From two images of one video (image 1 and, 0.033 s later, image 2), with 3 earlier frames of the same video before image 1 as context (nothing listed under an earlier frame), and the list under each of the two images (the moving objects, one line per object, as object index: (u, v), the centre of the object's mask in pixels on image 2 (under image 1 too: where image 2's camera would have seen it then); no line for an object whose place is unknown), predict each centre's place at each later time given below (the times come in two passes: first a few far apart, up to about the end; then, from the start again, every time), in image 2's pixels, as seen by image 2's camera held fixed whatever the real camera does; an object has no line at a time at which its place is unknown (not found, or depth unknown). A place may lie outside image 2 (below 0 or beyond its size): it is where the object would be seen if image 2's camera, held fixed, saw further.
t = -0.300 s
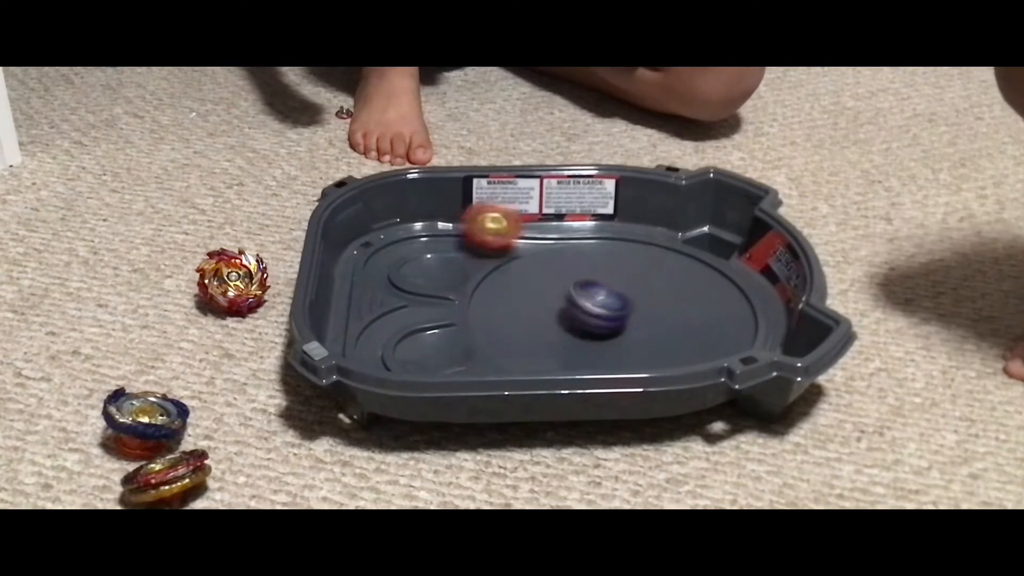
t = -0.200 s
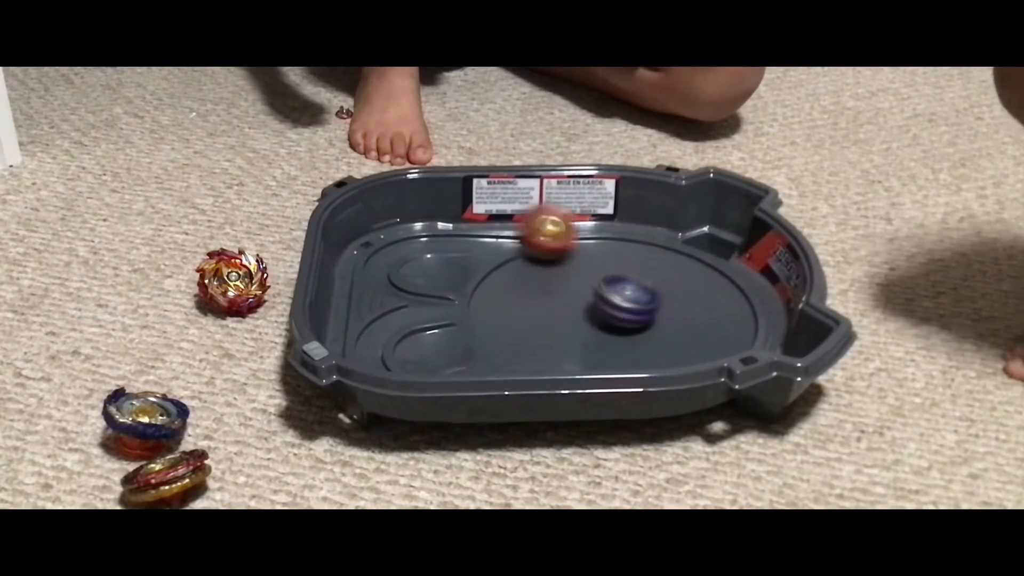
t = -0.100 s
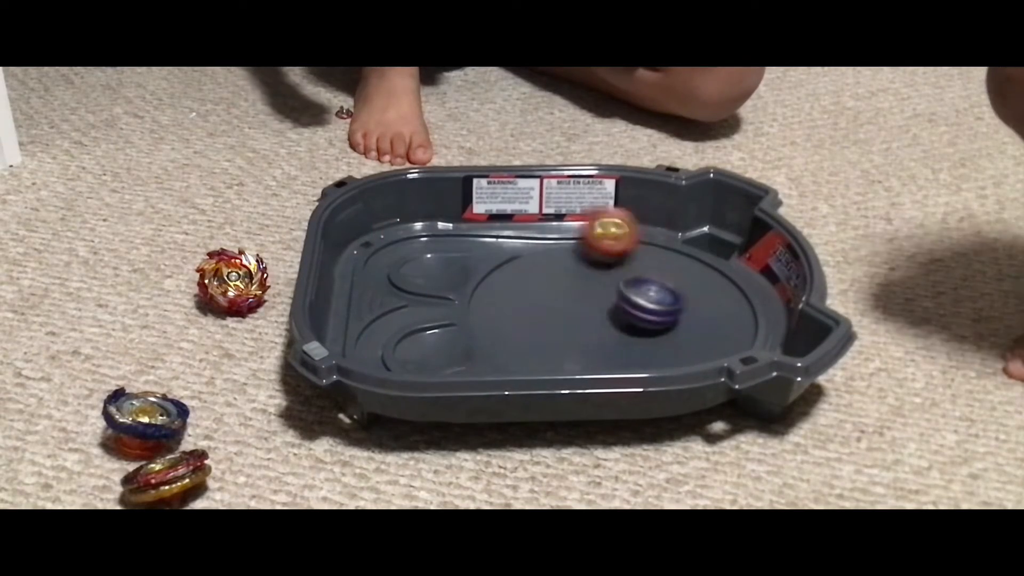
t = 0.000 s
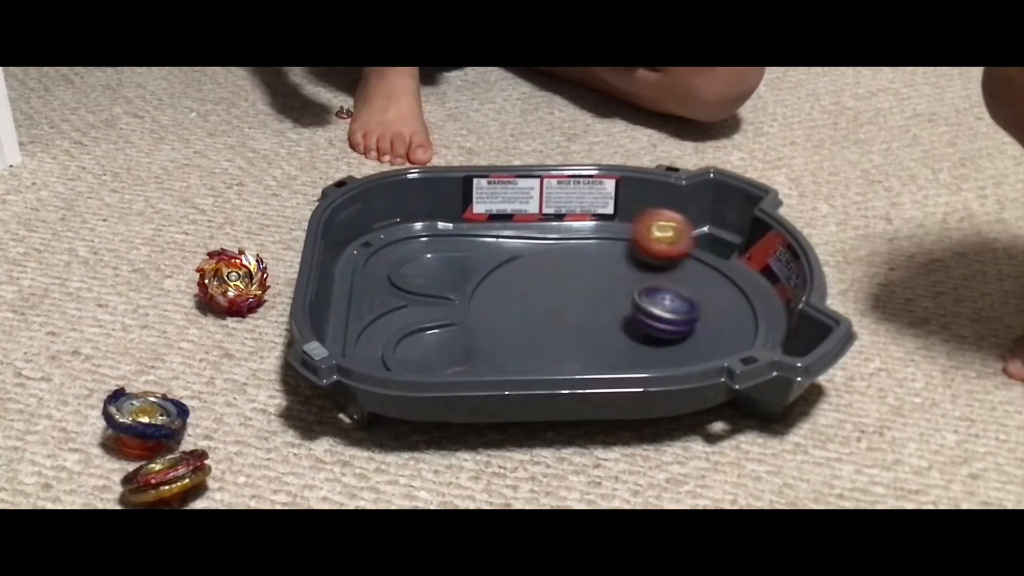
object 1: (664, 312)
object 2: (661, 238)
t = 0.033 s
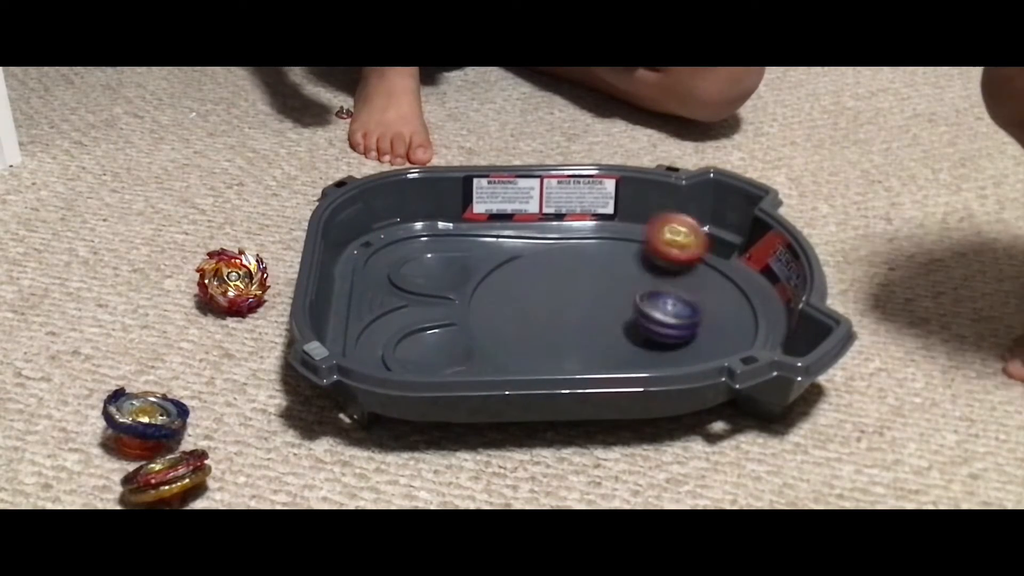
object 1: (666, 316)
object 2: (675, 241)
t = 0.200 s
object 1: (649, 341)
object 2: (698, 285)
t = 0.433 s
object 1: (569, 343)
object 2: (648, 337)
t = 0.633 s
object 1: (519, 303)
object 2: (621, 345)
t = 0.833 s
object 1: (556, 278)
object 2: (627, 338)
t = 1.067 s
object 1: (639, 290)
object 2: (653, 333)
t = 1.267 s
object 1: (646, 273)
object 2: (717, 336)
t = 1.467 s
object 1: (623, 295)
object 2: (677, 324)
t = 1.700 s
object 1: (541, 279)
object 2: (658, 344)
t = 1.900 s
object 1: (526, 264)
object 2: (643, 345)
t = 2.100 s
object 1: (563, 275)
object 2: (589, 335)
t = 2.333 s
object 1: (618, 309)
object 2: (544, 333)
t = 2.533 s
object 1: (640, 335)
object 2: (529, 324)
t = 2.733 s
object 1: (730, 333)
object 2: (459, 284)
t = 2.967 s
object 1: (646, 342)
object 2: (441, 280)
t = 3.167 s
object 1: (558, 315)
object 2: (450, 282)
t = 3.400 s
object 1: (546, 289)
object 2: (477, 287)
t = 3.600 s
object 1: (607, 288)
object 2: (541, 302)
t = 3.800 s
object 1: (686, 287)
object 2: (577, 286)
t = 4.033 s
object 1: (687, 319)
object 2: (589, 276)
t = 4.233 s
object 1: (625, 327)
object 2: (602, 283)
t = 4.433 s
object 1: (596, 333)
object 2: (607, 285)
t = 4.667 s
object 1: (586, 341)
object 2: (616, 275)
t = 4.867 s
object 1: (589, 334)
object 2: (605, 266)
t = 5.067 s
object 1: (606, 325)
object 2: (597, 278)
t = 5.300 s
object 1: (636, 331)
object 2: (593, 282)
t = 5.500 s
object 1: (654, 339)
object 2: (540, 264)
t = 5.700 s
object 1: (632, 323)
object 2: (547, 301)
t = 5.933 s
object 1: (649, 290)
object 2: (571, 327)
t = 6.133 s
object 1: (630, 277)
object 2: (605, 326)
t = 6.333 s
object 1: (595, 269)
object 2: (621, 320)
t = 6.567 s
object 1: (568, 268)
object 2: (635, 320)
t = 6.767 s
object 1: (557, 289)
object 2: (627, 314)
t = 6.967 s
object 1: (520, 313)
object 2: (654, 302)
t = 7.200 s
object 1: (512, 331)
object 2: (642, 282)
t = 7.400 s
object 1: (555, 338)
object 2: (600, 301)
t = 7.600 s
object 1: (613, 348)
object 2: (602, 298)
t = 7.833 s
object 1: (669, 333)
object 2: (604, 290)
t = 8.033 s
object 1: (677, 309)
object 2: (604, 295)
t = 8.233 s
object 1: (668, 283)
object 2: (593, 307)
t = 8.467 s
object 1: (629, 273)
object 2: (594, 332)
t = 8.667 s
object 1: (578, 281)
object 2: (626, 326)
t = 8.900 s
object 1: (532, 298)
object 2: (610, 301)
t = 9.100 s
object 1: (528, 316)
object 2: (581, 293)
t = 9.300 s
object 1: (562, 334)
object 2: (579, 293)
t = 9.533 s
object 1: (627, 340)
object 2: (595, 302)
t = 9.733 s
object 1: (677, 330)
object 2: (598, 293)
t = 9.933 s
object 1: (681, 313)
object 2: (598, 290)
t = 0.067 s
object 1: (667, 321)
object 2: (685, 249)
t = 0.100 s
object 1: (664, 328)
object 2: (691, 258)
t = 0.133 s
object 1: (660, 333)
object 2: (696, 267)
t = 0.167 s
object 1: (655, 339)
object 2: (698, 276)
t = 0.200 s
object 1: (649, 341)
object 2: (698, 285)
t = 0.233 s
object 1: (639, 343)
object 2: (696, 294)
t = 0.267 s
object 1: (628, 345)
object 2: (691, 304)
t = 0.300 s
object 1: (616, 346)
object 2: (686, 313)
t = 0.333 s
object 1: (604, 345)
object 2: (678, 320)
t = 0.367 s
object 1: (592, 345)
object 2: (668, 327)
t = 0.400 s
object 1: (580, 342)
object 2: (660, 332)
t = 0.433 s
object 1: (569, 343)
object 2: (648, 337)
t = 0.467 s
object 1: (560, 338)
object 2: (637, 340)
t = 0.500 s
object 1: (552, 333)
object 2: (628, 341)
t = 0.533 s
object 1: (539, 325)
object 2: (625, 343)
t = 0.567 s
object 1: (529, 319)
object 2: (623, 344)
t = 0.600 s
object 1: (522, 311)
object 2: (622, 345)
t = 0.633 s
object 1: (519, 303)
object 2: (621, 345)
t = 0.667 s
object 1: (518, 297)
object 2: (621, 345)
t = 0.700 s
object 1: (521, 290)
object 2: (622, 344)
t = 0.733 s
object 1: (526, 285)
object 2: (622, 344)
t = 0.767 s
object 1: (534, 282)
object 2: (623, 342)
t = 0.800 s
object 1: (545, 280)
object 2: (625, 340)
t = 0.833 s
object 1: (556, 278)
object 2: (627, 338)
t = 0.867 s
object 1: (569, 279)
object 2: (629, 337)
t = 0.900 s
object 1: (583, 280)
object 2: (631, 335)
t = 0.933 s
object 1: (596, 281)
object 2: (634, 333)
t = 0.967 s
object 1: (610, 283)
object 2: (637, 332)
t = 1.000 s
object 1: (622, 284)
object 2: (641, 331)
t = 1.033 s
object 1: (630, 288)
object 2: (645, 333)
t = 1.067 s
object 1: (639, 290)
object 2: (653, 333)
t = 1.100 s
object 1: (644, 289)
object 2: (664, 339)
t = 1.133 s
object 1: (648, 285)
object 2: (675, 342)
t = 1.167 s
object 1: (649, 279)
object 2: (687, 341)
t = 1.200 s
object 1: (649, 275)
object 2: (700, 340)
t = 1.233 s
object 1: (647, 274)
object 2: (710, 339)
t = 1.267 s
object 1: (646, 273)
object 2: (717, 336)
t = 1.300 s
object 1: (641, 276)
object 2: (720, 333)
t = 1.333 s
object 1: (638, 279)
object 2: (719, 334)
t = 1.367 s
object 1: (635, 283)
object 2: (714, 331)
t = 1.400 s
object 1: (632, 287)
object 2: (705, 329)
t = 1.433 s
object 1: (629, 291)
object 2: (692, 326)
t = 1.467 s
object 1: (623, 295)
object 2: (677, 324)
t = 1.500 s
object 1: (612, 295)
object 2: (669, 325)
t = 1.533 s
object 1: (598, 293)
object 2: (665, 329)
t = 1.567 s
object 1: (584, 290)
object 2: (662, 334)
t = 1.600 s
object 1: (571, 288)
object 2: (658, 339)
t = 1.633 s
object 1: (559, 284)
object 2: (657, 342)
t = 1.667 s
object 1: (550, 281)
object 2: (656, 345)
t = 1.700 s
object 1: (541, 279)
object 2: (658, 344)
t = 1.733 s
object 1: (535, 275)
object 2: (659, 345)
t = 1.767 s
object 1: (530, 273)
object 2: (659, 345)
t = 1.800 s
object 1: (527, 269)
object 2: (659, 345)
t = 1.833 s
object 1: (525, 267)
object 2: (656, 345)
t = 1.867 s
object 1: (525, 266)
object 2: (648, 346)
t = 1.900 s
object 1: (526, 264)
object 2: (643, 345)
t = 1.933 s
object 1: (529, 264)
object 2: (637, 343)
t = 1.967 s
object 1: (533, 264)
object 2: (627, 341)
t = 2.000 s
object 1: (539, 266)
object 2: (619, 340)
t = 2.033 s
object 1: (546, 268)
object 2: (609, 339)
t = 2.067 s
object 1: (554, 271)
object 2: (600, 337)
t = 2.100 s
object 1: (563, 275)
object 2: (589, 335)
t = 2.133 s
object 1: (572, 279)
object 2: (580, 334)
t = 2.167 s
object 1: (582, 283)
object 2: (571, 333)
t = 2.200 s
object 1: (593, 287)
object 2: (563, 333)
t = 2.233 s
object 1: (601, 292)
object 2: (556, 333)
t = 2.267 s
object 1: (608, 298)
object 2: (551, 332)
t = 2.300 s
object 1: (613, 304)
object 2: (547, 332)
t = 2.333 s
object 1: (618, 309)
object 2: (544, 333)
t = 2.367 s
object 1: (622, 314)
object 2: (543, 334)
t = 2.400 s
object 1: (624, 319)
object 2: (543, 333)
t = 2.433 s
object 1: (625, 325)
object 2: (544, 333)
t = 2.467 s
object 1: (623, 331)
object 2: (546, 331)
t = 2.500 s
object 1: (620, 335)
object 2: (549, 330)
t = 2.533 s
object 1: (640, 335)
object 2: (529, 324)
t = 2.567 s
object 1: (670, 338)
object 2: (501, 316)
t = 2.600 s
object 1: (694, 337)
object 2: (480, 307)
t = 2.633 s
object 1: (714, 336)
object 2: (472, 295)
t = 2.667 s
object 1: (721, 333)
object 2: (467, 293)
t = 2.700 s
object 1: (728, 333)
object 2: (463, 289)
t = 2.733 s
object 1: (730, 333)
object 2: (459, 284)
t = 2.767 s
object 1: (728, 334)
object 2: (457, 283)
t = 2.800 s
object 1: (721, 335)
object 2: (453, 283)
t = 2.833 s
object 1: (712, 338)
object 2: (449, 282)
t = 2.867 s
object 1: (698, 339)
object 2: (447, 281)
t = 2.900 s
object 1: (681, 340)
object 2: (444, 282)
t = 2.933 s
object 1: (663, 342)
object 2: (442, 281)
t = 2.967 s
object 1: (646, 342)
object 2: (441, 280)
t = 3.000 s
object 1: (627, 340)
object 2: (441, 280)
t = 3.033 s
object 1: (610, 338)
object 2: (442, 280)
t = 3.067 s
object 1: (594, 332)
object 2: (444, 280)
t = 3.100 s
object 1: (579, 328)
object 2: (446, 281)
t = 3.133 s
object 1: (568, 321)
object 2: (447, 281)
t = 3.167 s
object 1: (558, 315)
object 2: (450, 282)
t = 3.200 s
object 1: (550, 309)
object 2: (451, 283)
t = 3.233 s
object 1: (544, 303)
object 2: (454, 284)
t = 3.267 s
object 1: (541, 299)
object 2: (457, 285)
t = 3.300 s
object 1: (540, 295)
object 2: (460, 285)
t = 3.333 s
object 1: (540, 293)
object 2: (464, 286)
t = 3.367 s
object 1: (543, 291)
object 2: (470, 287)
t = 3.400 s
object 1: (546, 289)
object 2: (477, 287)
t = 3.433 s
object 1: (551, 289)
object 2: (486, 292)
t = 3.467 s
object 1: (558, 289)
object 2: (497, 297)
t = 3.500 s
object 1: (569, 289)
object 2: (510, 299)
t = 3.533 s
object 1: (581, 289)
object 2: (518, 300)
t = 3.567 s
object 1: (594, 289)
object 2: (528, 302)
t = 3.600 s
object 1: (607, 288)
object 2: (541, 302)
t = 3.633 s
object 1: (618, 288)
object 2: (555, 300)
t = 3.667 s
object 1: (631, 288)
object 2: (564, 298)
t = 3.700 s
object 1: (647, 287)
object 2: (568, 296)
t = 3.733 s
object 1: (662, 286)
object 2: (572, 292)
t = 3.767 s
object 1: (676, 285)
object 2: (575, 289)
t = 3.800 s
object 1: (686, 287)
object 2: (577, 286)
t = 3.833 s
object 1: (695, 290)
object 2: (580, 282)
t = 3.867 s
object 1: (699, 294)
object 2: (582, 280)
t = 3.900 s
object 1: (702, 299)
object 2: (584, 278)
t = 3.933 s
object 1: (702, 305)
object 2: (586, 276)
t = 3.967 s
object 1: (699, 310)
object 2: (586, 276)
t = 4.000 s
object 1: (695, 315)
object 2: (587, 276)
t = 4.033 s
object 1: (687, 319)
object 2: (589, 276)
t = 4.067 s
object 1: (677, 323)
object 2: (590, 278)
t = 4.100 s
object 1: (668, 325)
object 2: (592, 279)
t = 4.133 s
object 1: (657, 327)
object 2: (594, 281)
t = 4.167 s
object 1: (647, 328)
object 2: (596, 283)
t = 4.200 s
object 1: (636, 326)
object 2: (599, 284)
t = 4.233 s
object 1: (625, 327)
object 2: (602, 283)
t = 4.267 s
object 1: (620, 327)
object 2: (603, 284)
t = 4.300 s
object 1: (614, 330)
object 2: (604, 283)
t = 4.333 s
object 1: (607, 333)
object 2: (604, 283)
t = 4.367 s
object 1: (602, 333)
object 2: (605, 283)
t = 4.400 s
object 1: (599, 333)
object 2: (607, 284)
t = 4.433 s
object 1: (596, 333)
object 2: (607, 285)
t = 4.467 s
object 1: (594, 332)
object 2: (608, 286)
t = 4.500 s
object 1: (592, 331)
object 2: (609, 288)
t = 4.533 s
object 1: (591, 330)
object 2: (611, 289)
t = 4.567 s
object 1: (588, 335)
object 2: (614, 287)
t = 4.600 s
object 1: (587, 338)
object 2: (615, 284)
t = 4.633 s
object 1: (586, 340)
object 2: (616, 279)
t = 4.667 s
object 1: (586, 341)
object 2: (616, 275)
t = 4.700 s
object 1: (587, 340)
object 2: (616, 270)
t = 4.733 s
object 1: (586, 341)
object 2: (613, 268)
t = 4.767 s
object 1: (587, 339)
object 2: (611, 266)
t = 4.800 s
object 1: (587, 338)
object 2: (609, 266)
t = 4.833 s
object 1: (588, 336)
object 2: (606, 266)
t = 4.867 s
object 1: (589, 334)
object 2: (605, 266)
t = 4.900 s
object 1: (590, 332)
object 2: (602, 269)
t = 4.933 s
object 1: (593, 328)
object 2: (599, 272)
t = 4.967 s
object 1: (594, 325)
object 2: (597, 276)
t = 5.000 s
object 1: (597, 323)
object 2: (597, 277)
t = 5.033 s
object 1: (601, 324)
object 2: (597, 278)
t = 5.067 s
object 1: (606, 325)
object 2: (597, 278)
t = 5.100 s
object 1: (610, 327)
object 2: (596, 279)
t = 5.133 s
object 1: (614, 328)
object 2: (595, 281)
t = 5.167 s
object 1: (618, 327)
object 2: (596, 281)
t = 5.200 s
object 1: (620, 328)
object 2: (597, 283)
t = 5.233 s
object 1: (624, 327)
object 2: (597, 285)
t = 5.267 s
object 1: (626, 327)
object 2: (597, 287)
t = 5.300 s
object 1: (636, 331)
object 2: (593, 282)
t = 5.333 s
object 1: (645, 336)
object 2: (586, 276)
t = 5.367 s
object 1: (651, 338)
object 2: (577, 271)
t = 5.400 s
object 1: (654, 340)
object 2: (567, 266)
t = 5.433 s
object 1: (655, 340)
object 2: (558, 264)
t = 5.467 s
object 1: (655, 340)
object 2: (548, 263)
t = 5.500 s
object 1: (654, 339)
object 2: (540, 264)
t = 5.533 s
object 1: (652, 336)
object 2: (533, 268)
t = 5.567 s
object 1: (648, 336)
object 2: (531, 272)
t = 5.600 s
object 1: (644, 333)
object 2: (530, 279)
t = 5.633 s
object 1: (640, 330)
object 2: (532, 286)
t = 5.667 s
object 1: (636, 327)
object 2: (538, 294)
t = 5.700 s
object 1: (632, 323)
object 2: (547, 301)
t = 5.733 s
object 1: (629, 317)
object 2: (559, 307)
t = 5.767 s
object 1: (632, 314)
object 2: (564, 312)
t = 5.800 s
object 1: (639, 309)
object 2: (563, 315)
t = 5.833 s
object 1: (645, 303)
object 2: (562, 317)
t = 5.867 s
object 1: (648, 299)
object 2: (564, 321)
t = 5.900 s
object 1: (649, 295)
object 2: (567, 325)
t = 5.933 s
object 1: (649, 290)
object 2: (571, 327)
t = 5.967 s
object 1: (648, 288)
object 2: (576, 329)
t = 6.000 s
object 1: (646, 285)
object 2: (582, 329)
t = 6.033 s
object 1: (643, 283)
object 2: (588, 330)
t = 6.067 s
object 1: (640, 282)
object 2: (594, 329)
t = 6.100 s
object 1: (635, 280)
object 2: (600, 328)
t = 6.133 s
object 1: (630, 277)
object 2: (605, 326)
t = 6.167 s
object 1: (626, 276)
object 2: (608, 325)
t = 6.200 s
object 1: (620, 274)
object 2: (611, 322)
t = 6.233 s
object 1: (614, 273)
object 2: (614, 320)
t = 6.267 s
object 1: (609, 272)
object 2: (616, 318)
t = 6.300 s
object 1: (602, 271)
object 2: (618, 319)
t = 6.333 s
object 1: (595, 269)
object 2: (621, 320)
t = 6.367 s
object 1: (589, 267)
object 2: (625, 321)
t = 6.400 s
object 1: (584, 266)
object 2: (628, 322)
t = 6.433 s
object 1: (579, 266)
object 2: (629, 322)
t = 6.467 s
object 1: (577, 264)
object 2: (631, 322)
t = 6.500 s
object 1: (572, 266)
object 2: (633, 321)
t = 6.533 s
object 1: (571, 266)
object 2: (633, 322)
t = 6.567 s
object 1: (568, 268)
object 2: (635, 320)
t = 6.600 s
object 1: (566, 272)
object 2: (634, 320)
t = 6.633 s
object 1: (564, 274)
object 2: (634, 318)
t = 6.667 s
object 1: (562, 278)
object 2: (634, 317)
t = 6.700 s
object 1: (560, 281)
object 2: (632, 316)
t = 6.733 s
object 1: (559, 284)
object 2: (631, 315)
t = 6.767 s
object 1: (557, 289)
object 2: (627, 314)
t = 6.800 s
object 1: (557, 293)
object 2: (625, 313)
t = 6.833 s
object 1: (556, 299)
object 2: (624, 311)
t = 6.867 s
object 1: (548, 303)
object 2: (631, 310)
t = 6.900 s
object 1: (537, 306)
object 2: (639, 308)
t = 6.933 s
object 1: (528, 309)
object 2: (647, 306)
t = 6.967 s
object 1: (520, 313)
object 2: (654, 302)
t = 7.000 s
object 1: (515, 316)
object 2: (659, 299)
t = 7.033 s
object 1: (510, 320)
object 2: (662, 294)
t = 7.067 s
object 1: (508, 321)
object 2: (661, 290)
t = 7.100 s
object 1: (506, 325)
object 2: (658, 287)
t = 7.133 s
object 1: (507, 326)
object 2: (654, 284)
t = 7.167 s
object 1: (509, 329)
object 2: (648, 282)
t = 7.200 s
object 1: (512, 331)
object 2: (642, 282)
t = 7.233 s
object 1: (517, 333)
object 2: (633, 284)
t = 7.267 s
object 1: (522, 335)
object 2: (626, 285)
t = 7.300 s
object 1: (529, 336)
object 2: (618, 288)
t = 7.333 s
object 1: (536, 337)
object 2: (611, 292)
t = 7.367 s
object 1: (545, 338)
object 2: (605, 297)
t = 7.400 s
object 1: (555, 338)
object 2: (600, 301)
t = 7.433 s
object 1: (566, 339)
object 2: (598, 303)
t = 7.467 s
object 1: (574, 342)
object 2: (600, 303)
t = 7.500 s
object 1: (582, 344)
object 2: (599, 302)
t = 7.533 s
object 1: (593, 345)
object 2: (600, 300)
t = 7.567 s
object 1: (602, 345)
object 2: (603, 296)
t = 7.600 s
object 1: (613, 348)
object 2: (602, 298)
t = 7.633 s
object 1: (624, 347)
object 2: (603, 296)
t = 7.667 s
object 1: (635, 346)
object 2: (604, 294)
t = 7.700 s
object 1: (644, 345)
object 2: (604, 293)
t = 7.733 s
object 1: (650, 344)
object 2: (605, 291)
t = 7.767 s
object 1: (658, 340)
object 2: (604, 291)
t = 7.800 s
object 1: (665, 337)
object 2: (604, 290)
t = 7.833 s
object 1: (669, 333)
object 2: (604, 290)
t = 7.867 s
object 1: (673, 329)
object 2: (604, 290)
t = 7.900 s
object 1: (675, 327)
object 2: (604, 289)
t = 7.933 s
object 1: (677, 322)
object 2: (604, 291)
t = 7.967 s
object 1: (679, 318)
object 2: (603, 292)
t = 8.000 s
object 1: (679, 313)
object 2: (603, 293)
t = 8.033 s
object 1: (677, 309)
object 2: (604, 295)
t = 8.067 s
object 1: (675, 305)
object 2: (604, 295)
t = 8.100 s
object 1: (673, 301)
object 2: (604, 298)
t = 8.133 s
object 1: (671, 296)
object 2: (603, 300)
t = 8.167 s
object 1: (670, 292)
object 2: (600, 303)
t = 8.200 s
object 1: (669, 287)
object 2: (598, 305)
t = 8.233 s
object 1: (668, 283)
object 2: (593, 307)
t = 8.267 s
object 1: (663, 280)
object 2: (588, 311)
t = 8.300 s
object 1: (660, 279)
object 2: (586, 314)
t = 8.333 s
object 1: (655, 275)
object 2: (585, 318)
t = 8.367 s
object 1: (651, 274)
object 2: (585, 321)
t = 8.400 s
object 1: (643, 273)
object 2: (586, 325)
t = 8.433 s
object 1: (636, 273)
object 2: (589, 329)
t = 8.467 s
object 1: (629, 273)
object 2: (594, 332)
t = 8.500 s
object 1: (622, 273)
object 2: (600, 332)
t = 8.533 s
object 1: (615, 273)
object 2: (606, 333)
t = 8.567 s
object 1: (605, 275)
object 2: (612, 333)
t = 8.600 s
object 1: (596, 277)
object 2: (619, 332)
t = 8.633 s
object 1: (587, 278)
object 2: (624, 329)
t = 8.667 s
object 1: (578, 281)
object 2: (626, 326)
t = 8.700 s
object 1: (571, 282)
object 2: (629, 322)
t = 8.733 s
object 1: (562, 283)
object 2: (630, 319)
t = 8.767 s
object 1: (555, 284)
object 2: (626, 314)
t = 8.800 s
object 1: (547, 286)
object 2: (624, 311)
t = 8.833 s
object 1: (542, 289)
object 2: (621, 308)
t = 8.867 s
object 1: (536, 293)
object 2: (616, 304)
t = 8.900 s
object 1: (532, 298)
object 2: (610, 301)
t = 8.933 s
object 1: (529, 300)
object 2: (604, 299)
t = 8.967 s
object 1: (528, 303)
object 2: (597, 298)
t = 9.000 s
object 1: (527, 305)
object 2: (591, 296)
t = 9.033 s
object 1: (526, 309)
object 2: (588, 295)
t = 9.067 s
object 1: (527, 312)
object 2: (585, 294)
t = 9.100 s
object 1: (528, 316)
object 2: (581, 293)
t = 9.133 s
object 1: (531, 320)
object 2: (580, 292)
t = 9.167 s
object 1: (535, 323)
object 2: (579, 293)
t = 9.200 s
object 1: (541, 324)
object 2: (578, 291)
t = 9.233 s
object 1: (546, 329)
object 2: (577, 293)
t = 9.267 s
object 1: (554, 332)
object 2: (578, 292)
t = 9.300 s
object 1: (562, 334)
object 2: (579, 293)
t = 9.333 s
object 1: (570, 337)
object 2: (579, 293)
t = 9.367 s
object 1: (579, 338)
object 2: (583, 296)
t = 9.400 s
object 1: (588, 339)
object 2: (584, 296)
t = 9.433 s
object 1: (598, 341)
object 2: (589, 296)
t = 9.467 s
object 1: (607, 340)
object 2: (589, 299)
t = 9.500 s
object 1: (616, 340)
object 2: (595, 299)
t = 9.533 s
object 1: (627, 340)
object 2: (595, 302)
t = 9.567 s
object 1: (637, 341)
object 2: (598, 301)
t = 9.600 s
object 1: (648, 340)
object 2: (597, 299)
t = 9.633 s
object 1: (658, 337)
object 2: (598, 297)
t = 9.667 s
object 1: (665, 335)
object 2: (598, 296)
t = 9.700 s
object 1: (672, 333)
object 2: (598, 294)
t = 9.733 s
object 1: (677, 330)
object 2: (598, 293)
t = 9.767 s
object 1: (681, 327)
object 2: (599, 292)
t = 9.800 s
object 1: (685, 324)
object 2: (598, 290)
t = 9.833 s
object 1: (685, 322)
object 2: (599, 290)
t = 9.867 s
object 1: (685, 318)
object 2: (598, 289)
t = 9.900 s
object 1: (685, 315)
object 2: (598, 289)
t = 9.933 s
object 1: (681, 313)
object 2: (598, 290)
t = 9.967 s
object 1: (680, 309)
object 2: (599, 290)
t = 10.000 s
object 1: (675, 307)
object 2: (597, 292)
